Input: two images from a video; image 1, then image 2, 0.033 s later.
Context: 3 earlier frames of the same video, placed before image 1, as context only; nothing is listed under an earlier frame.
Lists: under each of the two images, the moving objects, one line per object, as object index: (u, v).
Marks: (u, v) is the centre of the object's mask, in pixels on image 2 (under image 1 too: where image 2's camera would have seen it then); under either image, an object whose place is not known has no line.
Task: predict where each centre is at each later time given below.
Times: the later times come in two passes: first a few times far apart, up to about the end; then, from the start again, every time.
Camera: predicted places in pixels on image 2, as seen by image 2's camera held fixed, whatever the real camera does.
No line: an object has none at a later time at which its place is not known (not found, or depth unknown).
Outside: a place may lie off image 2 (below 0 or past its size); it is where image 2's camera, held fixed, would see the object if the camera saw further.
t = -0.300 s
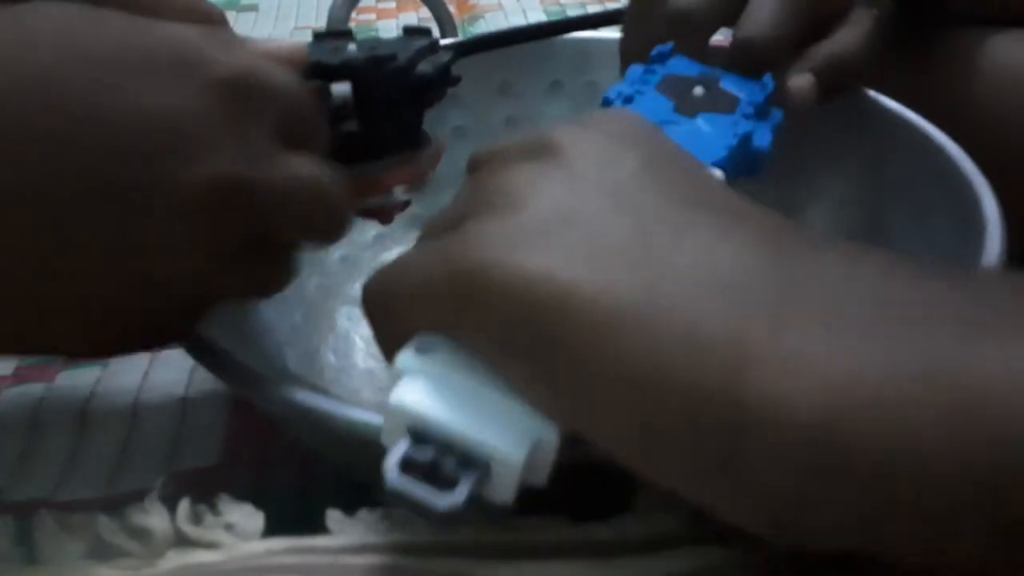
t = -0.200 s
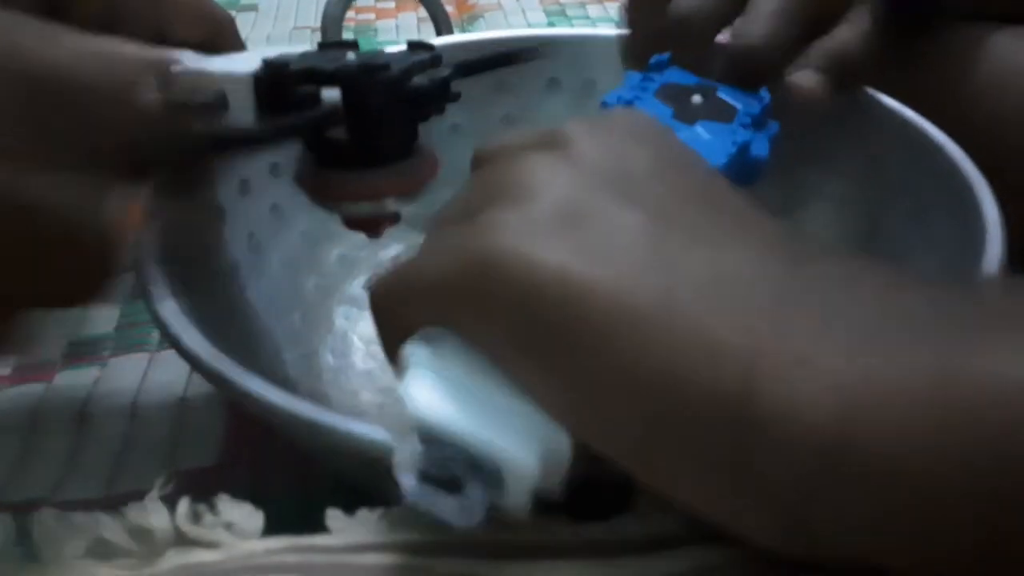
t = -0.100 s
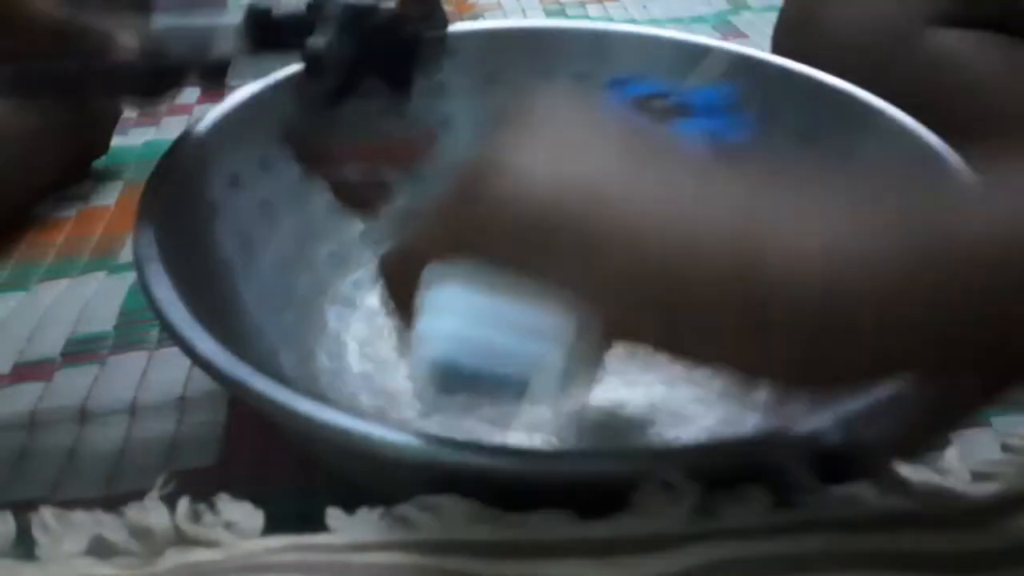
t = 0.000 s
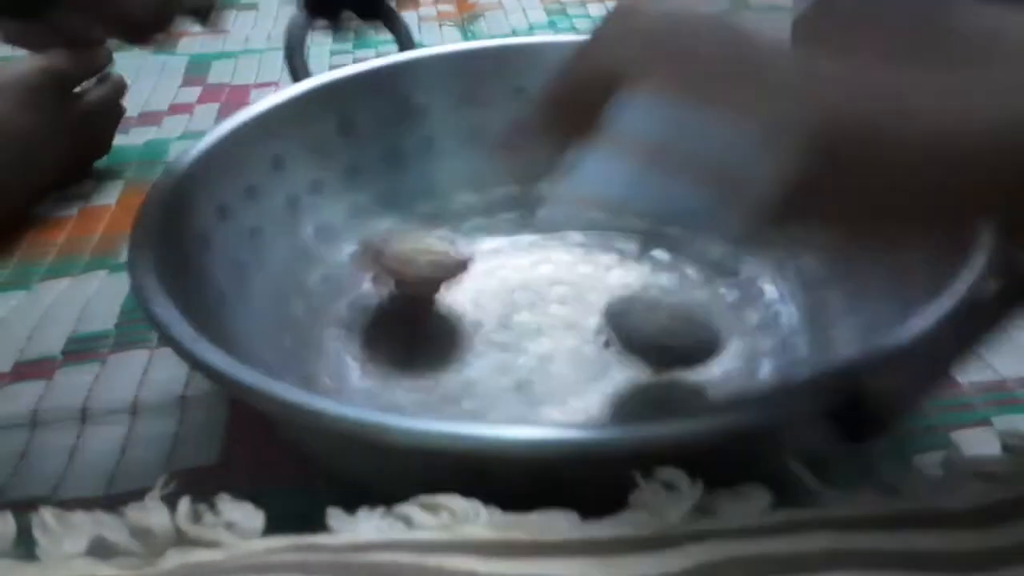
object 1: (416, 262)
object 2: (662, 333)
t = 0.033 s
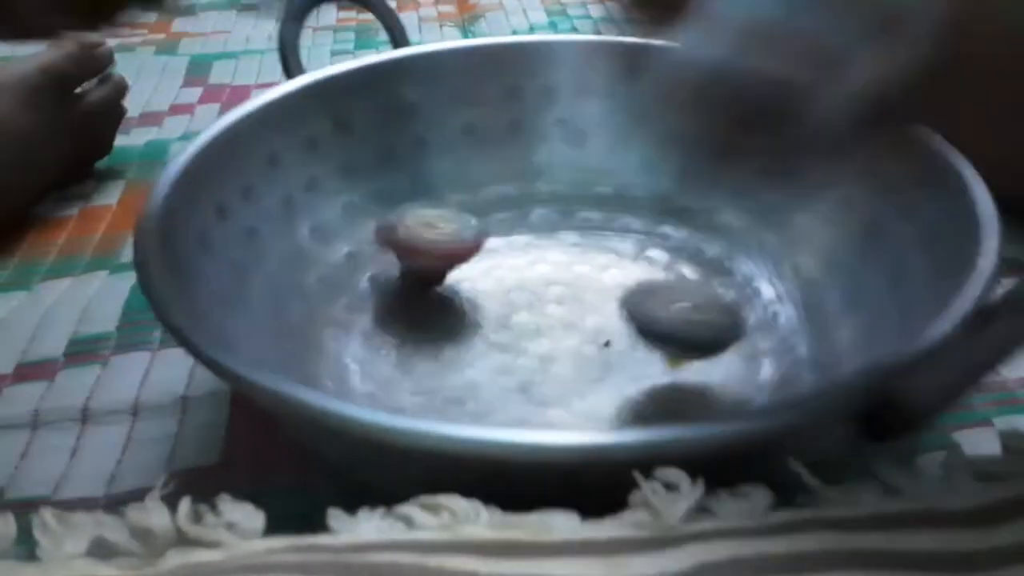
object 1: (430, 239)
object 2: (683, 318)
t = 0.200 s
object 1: (504, 228)
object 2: (702, 286)
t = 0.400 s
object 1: (463, 216)
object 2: (651, 194)
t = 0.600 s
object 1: (325, 309)
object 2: (731, 284)
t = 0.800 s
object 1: (523, 371)
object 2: (659, 328)
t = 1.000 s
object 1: (541, 331)
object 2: (793, 263)
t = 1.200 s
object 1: (535, 318)
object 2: (656, 216)
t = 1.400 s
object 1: (531, 310)
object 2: (601, 251)
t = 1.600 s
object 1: (536, 326)
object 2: (616, 266)
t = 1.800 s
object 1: (527, 344)
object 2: (625, 273)
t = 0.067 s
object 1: (445, 227)
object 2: (694, 324)
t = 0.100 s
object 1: (461, 219)
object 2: (711, 328)
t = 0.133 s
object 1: (479, 220)
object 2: (716, 313)
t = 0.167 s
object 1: (492, 223)
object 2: (710, 300)
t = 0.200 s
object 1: (504, 228)
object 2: (702, 286)
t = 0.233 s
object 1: (511, 233)
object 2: (689, 272)
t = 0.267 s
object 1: (515, 234)
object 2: (674, 254)
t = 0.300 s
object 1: (516, 232)
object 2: (664, 242)
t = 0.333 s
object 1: (515, 227)
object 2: (644, 223)
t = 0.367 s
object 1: (512, 224)
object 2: (620, 212)
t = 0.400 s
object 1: (463, 216)
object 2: (651, 194)
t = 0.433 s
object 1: (395, 207)
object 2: (693, 171)
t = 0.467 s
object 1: (350, 208)
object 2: (721, 168)
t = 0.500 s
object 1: (324, 219)
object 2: (733, 179)
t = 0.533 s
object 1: (310, 241)
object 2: (742, 209)
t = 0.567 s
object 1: (313, 268)
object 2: (746, 261)
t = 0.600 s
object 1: (325, 309)
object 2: (731, 284)
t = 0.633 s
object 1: (351, 346)
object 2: (711, 310)
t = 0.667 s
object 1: (396, 380)
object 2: (695, 319)
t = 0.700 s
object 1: (439, 391)
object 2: (680, 324)
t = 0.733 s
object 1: (472, 386)
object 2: (670, 326)
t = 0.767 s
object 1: (499, 380)
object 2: (660, 329)
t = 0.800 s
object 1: (523, 371)
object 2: (659, 328)
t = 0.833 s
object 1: (543, 367)
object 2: (673, 324)
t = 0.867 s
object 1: (550, 361)
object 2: (694, 319)
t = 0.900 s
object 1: (569, 352)
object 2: (706, 315)
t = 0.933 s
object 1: (580, 341)
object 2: (712, 311)
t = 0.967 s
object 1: (555, 336)
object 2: (772, 292)
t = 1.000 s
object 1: (541, 331)
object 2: (793, 263)
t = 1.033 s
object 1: (535, 325)
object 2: (793, 243)
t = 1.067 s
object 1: (533, 323)
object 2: (779, 227)
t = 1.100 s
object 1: (532, 323)
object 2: (756, 218)
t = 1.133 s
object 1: (533, 322)
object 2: (725, 216)
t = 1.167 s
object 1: (534, 319)
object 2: (692, 215)
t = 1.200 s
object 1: (535, 318)
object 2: (656, 216)
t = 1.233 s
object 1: (534, 314)
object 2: (627, 222)
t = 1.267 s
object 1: (534, 311)
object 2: (608, 229)
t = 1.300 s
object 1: (536, 308)
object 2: (597, 237)
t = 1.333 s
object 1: (536, 308)
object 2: (594, 244)
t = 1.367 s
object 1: (533, 310)
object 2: (598, 247)
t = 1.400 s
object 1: (531, 310)
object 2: (601, 251)
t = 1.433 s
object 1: (528, 313)
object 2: (608, 252)
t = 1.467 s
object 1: (527, 316)
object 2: (612, 253)
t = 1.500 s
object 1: (526, 319)
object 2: (614, 256)
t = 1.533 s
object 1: (528, 321)
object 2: (616, 260)
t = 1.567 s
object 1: (532, 324)
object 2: (616, 262)
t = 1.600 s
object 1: (536, 326)
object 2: (616, 266)
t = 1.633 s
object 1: (534, 331)
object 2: (623, 266)
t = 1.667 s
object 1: (529, 337)
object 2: (627, 266)
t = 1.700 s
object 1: (528, 339)
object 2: (627, 268)
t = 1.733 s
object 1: (527, 341)
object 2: (627, 269)
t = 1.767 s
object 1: (526, 342)
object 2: (626, 271)
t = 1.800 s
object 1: (527, 344)
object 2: (625, 273)
